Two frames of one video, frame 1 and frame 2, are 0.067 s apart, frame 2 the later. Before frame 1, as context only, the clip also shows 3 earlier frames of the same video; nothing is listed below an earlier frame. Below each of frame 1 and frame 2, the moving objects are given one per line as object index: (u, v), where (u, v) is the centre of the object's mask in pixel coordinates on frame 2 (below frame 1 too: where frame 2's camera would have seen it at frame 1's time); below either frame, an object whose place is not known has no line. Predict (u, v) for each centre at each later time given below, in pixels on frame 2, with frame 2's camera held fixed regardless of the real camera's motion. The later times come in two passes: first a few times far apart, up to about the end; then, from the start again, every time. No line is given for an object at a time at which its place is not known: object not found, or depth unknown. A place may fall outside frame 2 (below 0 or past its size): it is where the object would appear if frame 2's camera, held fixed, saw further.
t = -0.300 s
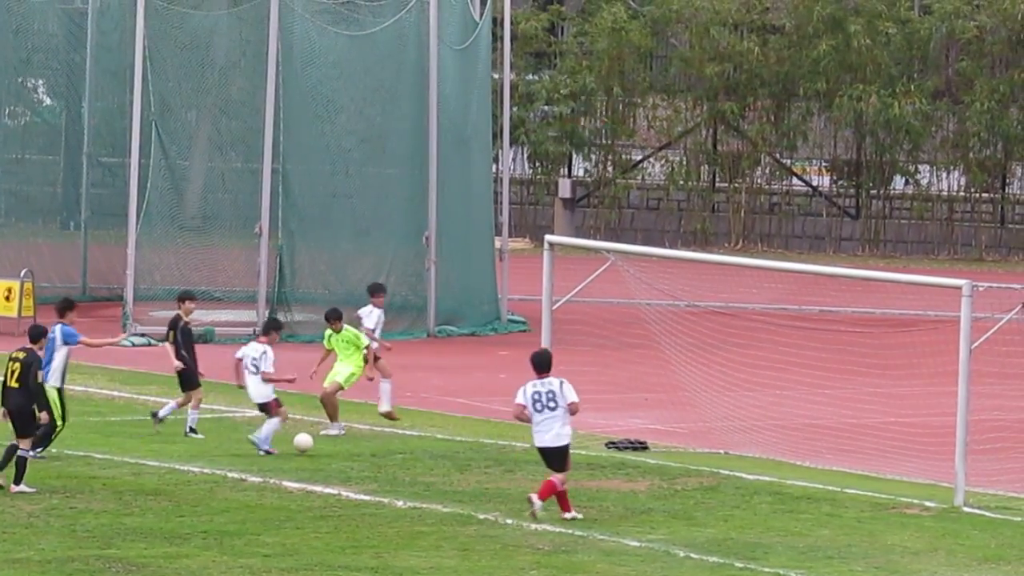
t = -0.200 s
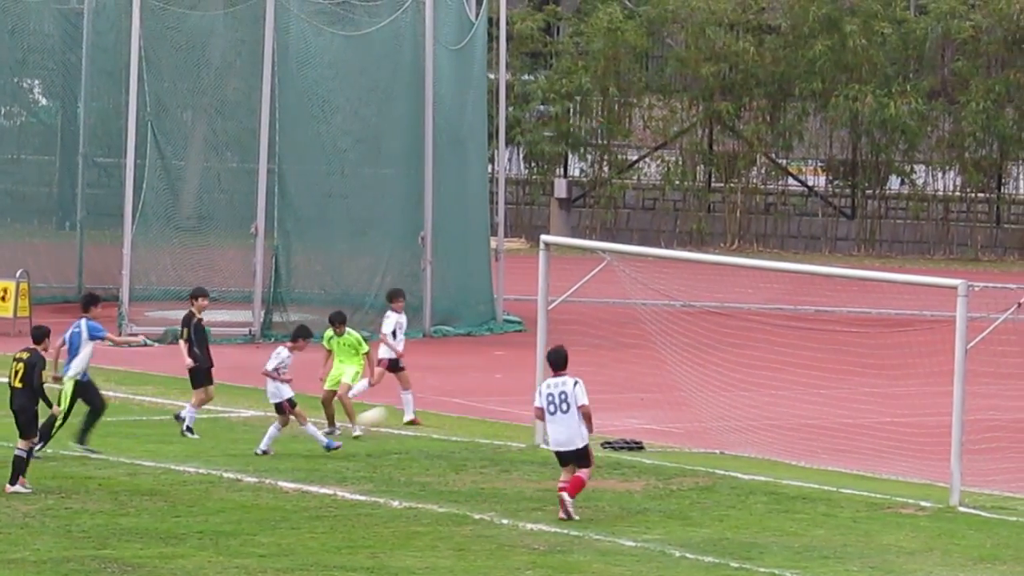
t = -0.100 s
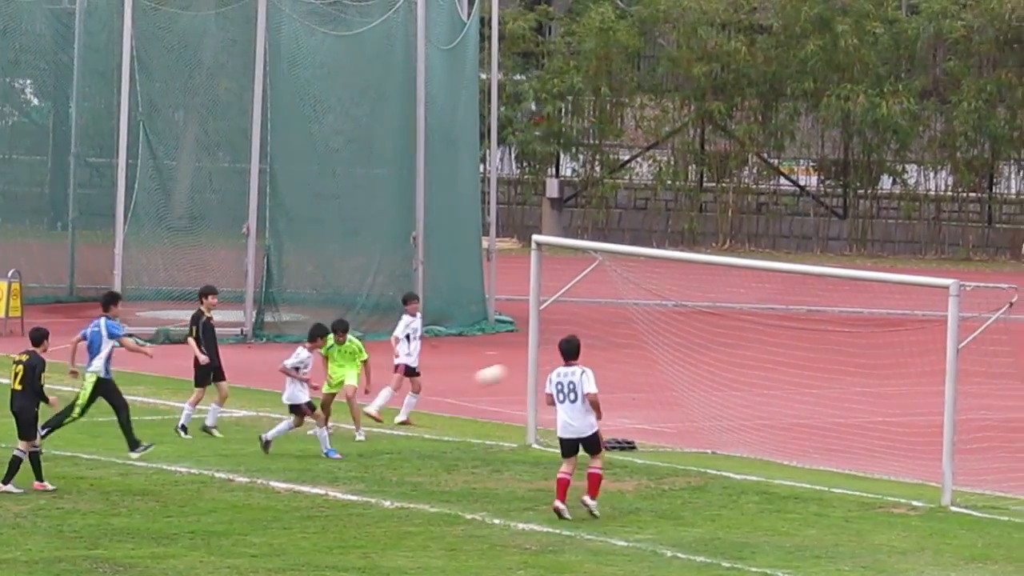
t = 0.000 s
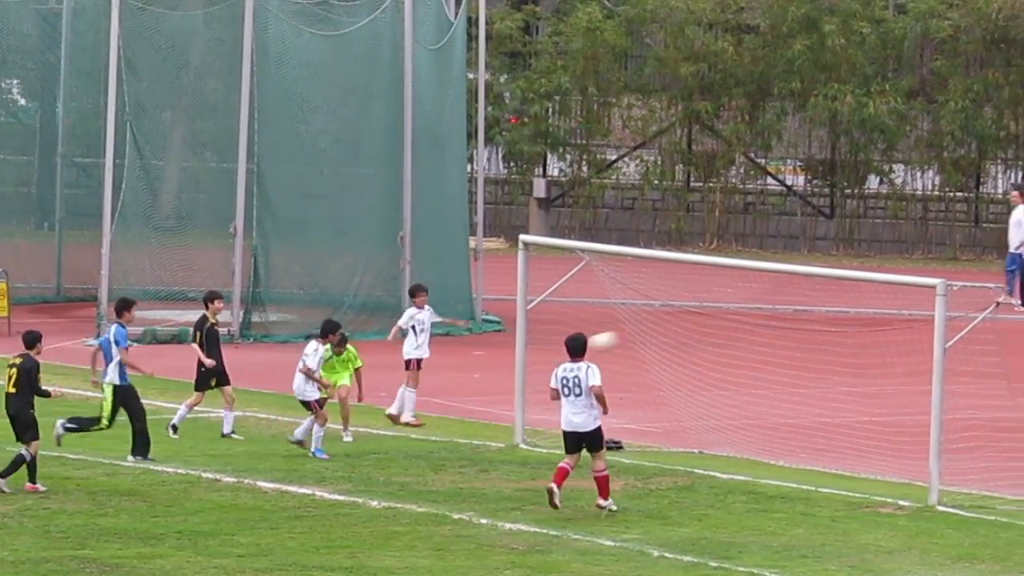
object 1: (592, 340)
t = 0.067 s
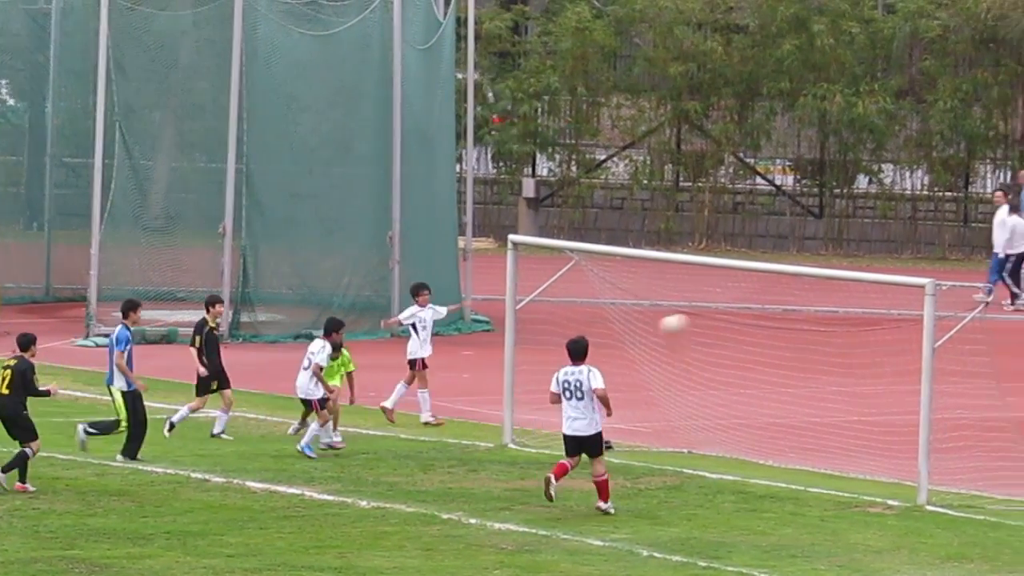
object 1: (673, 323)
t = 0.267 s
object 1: (773, 323)
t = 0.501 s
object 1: (812, 434)
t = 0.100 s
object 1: (703, 316)
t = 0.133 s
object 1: (723, 311)
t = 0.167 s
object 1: (739, 309)
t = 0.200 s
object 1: (753, 310)
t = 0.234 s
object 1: (764, 314)
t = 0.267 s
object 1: (773, 323)
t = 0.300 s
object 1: (780, 335)
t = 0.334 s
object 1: (786, 349)
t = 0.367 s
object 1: (791, 363)
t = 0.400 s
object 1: (796, 380)
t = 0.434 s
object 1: (802, 397)
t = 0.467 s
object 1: (807, 414)
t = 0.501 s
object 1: (812, 434)
